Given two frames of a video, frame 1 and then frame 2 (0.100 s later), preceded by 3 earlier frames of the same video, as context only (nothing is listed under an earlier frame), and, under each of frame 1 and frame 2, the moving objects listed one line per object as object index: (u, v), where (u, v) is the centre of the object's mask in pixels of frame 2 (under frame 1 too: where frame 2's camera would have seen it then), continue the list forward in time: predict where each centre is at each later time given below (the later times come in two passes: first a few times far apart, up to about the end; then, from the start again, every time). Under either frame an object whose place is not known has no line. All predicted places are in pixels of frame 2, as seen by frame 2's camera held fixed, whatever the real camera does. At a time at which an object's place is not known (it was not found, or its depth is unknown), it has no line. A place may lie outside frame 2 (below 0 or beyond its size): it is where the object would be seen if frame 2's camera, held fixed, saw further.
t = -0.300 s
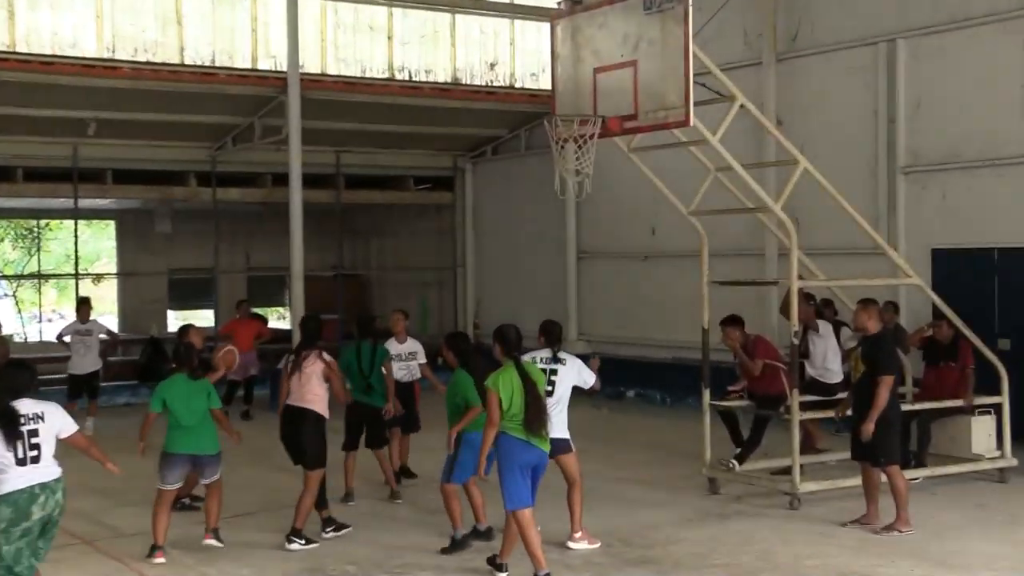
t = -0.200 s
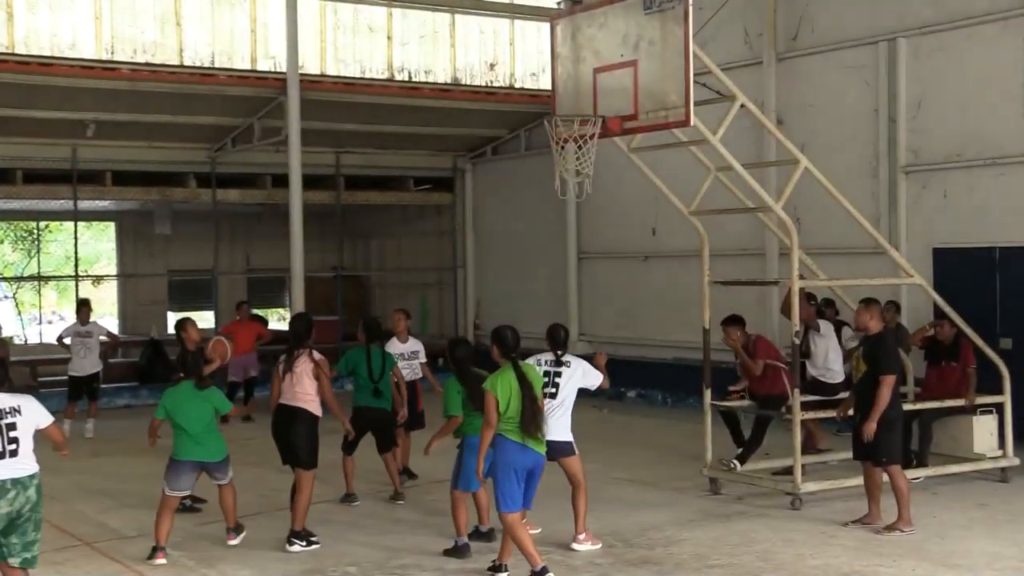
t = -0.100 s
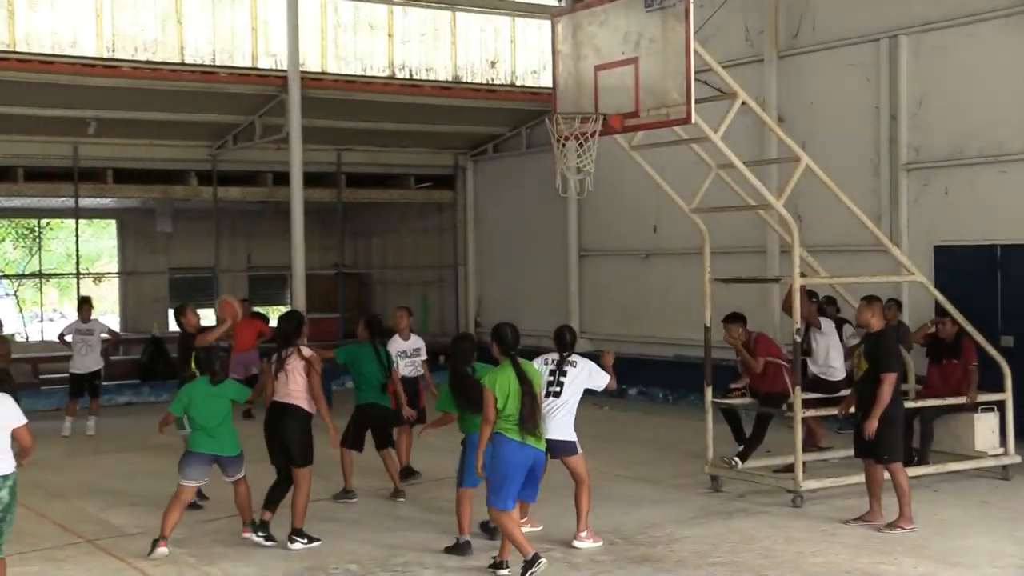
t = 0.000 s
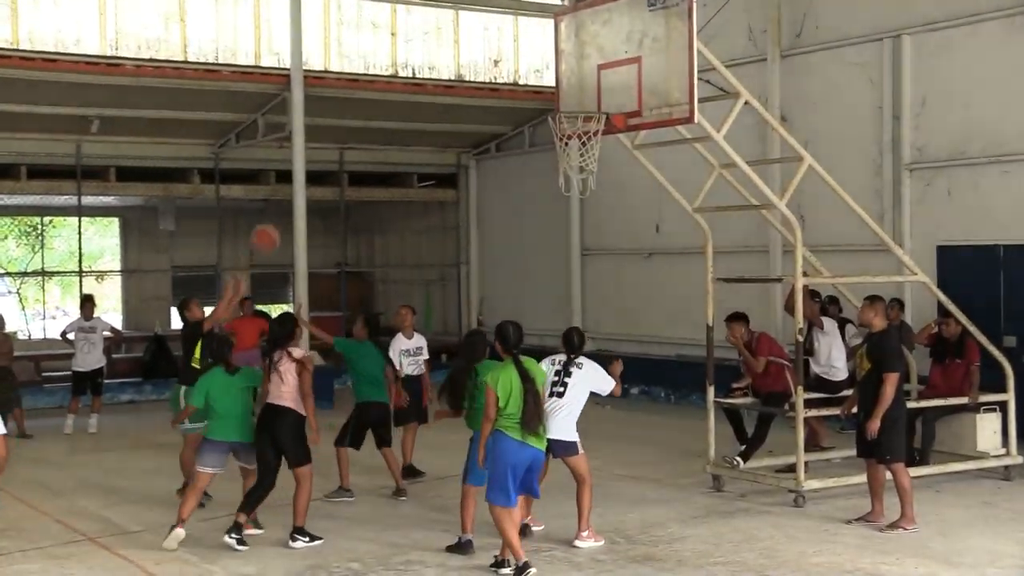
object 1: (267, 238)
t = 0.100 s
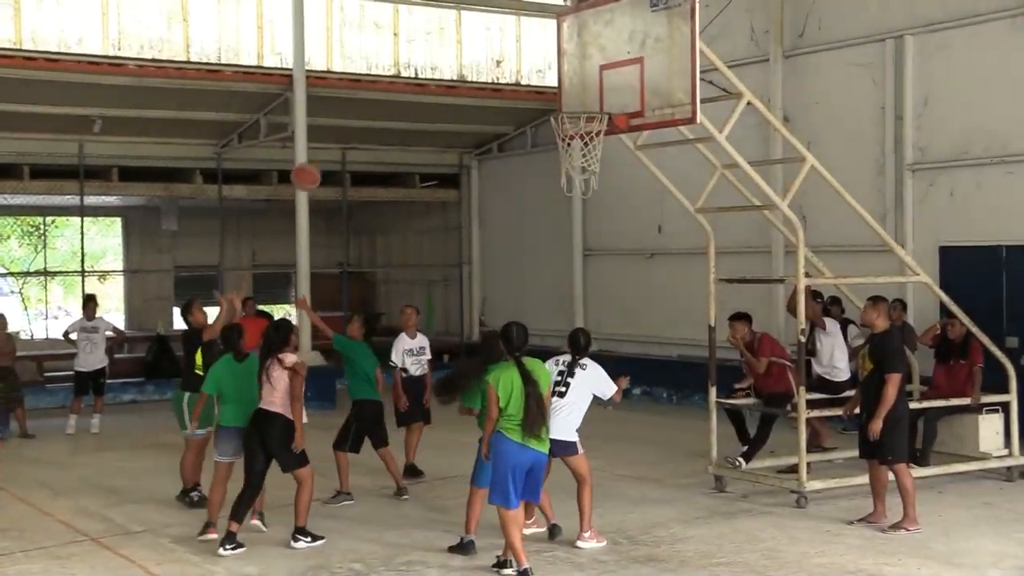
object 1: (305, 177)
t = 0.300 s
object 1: (385, 87)
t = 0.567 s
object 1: (492, 45)
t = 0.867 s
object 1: (605, 100)
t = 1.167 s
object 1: (545, 90)
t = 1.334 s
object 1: (509, 109)
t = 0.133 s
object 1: (319, 159)
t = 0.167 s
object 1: (332, 141)
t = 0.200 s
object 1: (344, 126)
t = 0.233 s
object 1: (357, 112)
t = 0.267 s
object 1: (370, 99)
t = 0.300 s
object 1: (385, 87)
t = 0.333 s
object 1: (396, 76)
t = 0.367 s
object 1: (410, 69)
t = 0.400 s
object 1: (424, 62)
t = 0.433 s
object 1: (438, 56)
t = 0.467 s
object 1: (451, 51)
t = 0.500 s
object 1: (465, 48)
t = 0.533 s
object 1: (478, 46)
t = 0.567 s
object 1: (492, 45)
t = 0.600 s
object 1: (506, 47)
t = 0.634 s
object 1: (520, 48)
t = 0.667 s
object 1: (533, 52)
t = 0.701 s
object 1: (546, 57)
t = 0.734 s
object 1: (561, 64)
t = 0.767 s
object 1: (575, 72)
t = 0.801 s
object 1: (588, 81)
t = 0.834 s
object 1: (602, 92)
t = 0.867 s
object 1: (605, 100)
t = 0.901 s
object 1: (599, 99)
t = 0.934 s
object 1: (592, 98)
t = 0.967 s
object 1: (584, 97)
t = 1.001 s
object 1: (578, 97)
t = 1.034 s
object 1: (571, 99)
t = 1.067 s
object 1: (564, 95)
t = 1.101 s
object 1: (558, 92)
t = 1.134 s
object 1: (550, 89)
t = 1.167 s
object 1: (545, 90)
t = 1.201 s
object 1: (538, 90)
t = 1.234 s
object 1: (530, 93)
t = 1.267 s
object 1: (522, 96)
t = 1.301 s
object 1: (515, 101)
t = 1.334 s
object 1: (509, 109)
